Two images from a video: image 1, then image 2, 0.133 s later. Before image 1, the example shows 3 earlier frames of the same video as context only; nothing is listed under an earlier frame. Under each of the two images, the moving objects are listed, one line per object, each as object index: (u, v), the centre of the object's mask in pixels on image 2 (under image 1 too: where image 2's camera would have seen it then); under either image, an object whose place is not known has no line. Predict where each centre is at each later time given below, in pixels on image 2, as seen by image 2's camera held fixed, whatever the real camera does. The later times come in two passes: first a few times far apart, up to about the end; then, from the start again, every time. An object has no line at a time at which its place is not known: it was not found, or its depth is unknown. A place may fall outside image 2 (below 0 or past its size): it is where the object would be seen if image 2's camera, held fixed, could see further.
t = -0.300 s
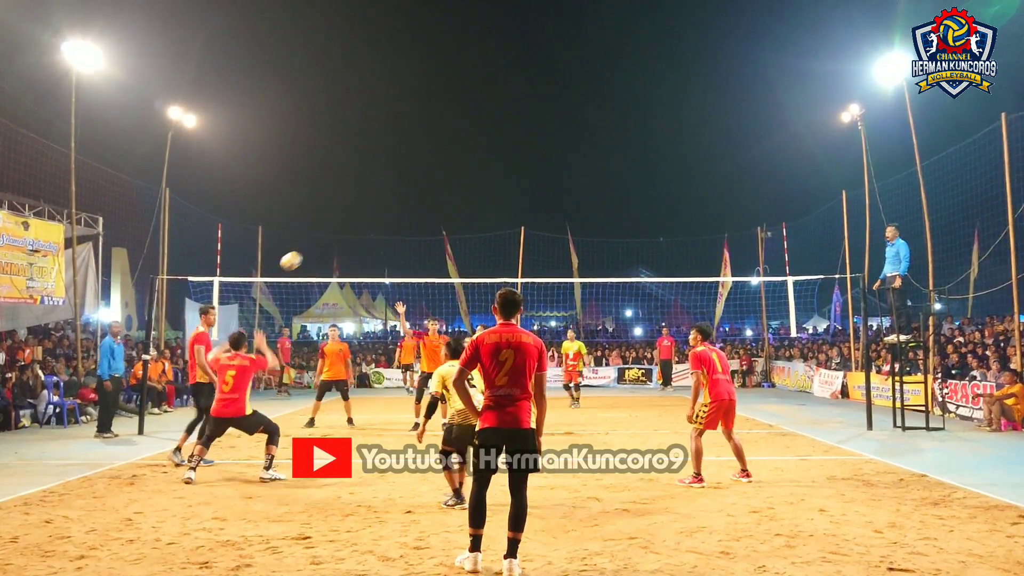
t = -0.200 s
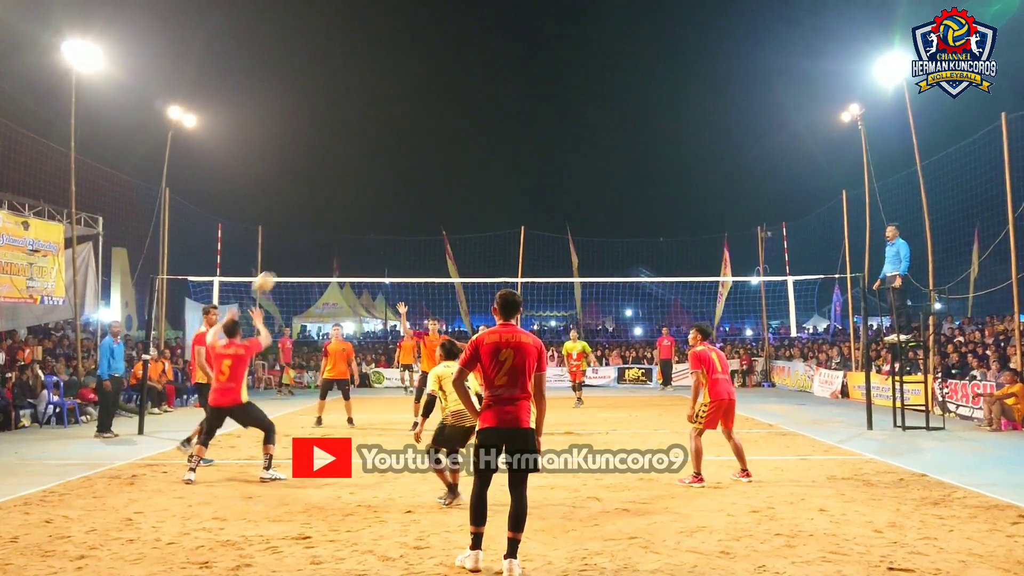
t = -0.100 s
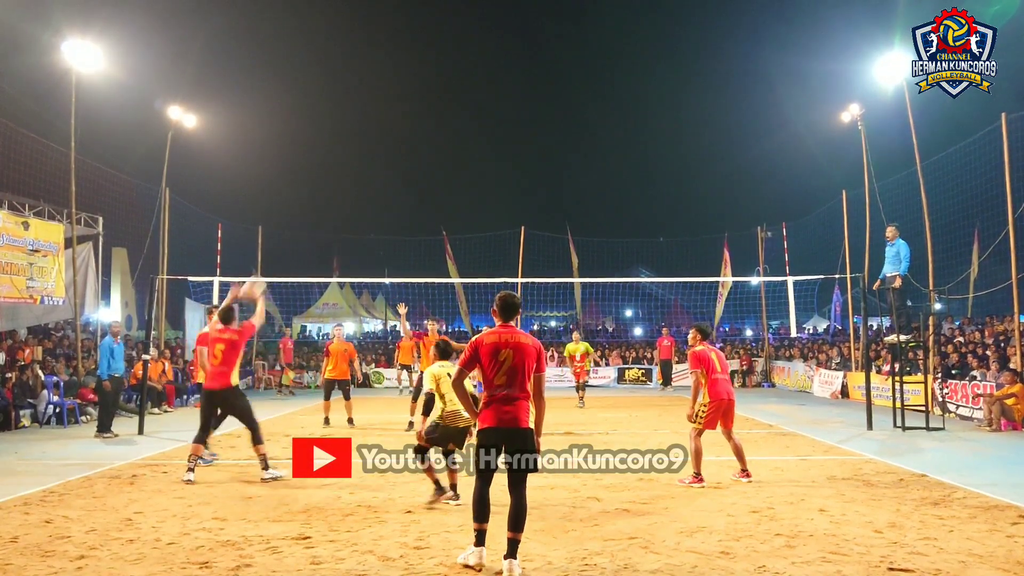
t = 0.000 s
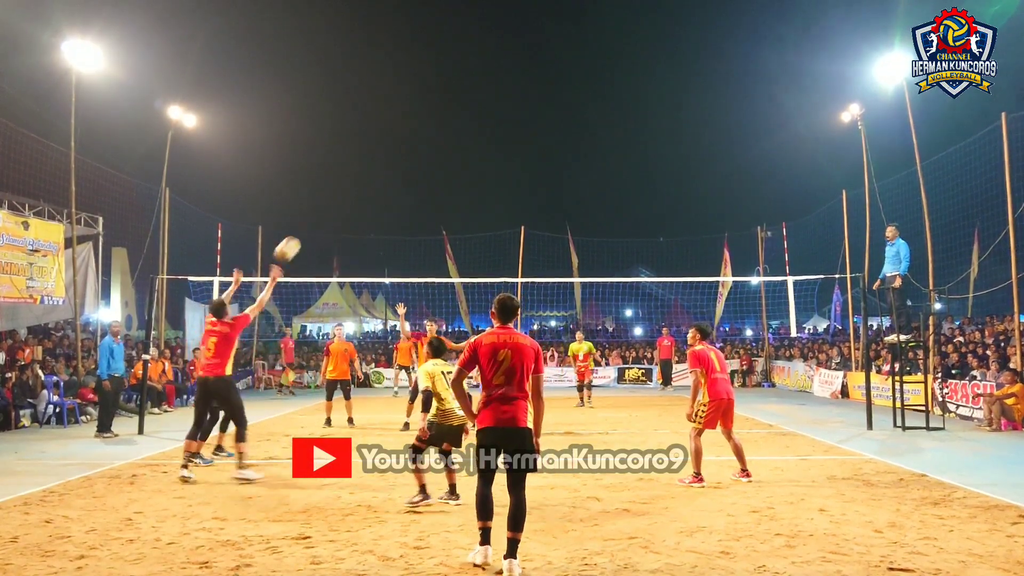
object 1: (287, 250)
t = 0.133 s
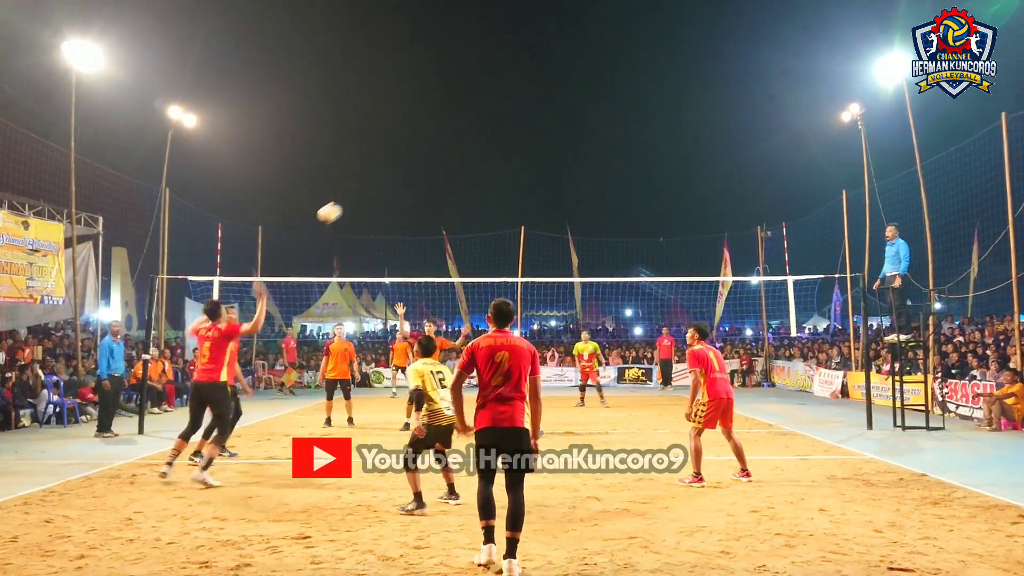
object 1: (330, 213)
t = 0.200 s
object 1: (350, 201)
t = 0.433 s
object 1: (413, 191)
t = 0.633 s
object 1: (460, 214)
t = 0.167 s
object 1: (340, 207)
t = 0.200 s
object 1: (350, 201)
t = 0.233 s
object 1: (359, 197)
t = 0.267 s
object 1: (368, 194)
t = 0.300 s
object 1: (378, 192)
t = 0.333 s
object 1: (387, 190)
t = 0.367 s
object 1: (396, 190)
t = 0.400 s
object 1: (404, 190)
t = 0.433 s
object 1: (413, 191)
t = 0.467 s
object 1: (421, 193)
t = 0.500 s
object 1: (429, 196)
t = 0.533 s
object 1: (437, 199)
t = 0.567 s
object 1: (445, 204)
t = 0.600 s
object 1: (453, 209)
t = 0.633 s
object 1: (460, 214)
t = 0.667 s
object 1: (468, 220)
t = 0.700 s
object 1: (475, 227)
